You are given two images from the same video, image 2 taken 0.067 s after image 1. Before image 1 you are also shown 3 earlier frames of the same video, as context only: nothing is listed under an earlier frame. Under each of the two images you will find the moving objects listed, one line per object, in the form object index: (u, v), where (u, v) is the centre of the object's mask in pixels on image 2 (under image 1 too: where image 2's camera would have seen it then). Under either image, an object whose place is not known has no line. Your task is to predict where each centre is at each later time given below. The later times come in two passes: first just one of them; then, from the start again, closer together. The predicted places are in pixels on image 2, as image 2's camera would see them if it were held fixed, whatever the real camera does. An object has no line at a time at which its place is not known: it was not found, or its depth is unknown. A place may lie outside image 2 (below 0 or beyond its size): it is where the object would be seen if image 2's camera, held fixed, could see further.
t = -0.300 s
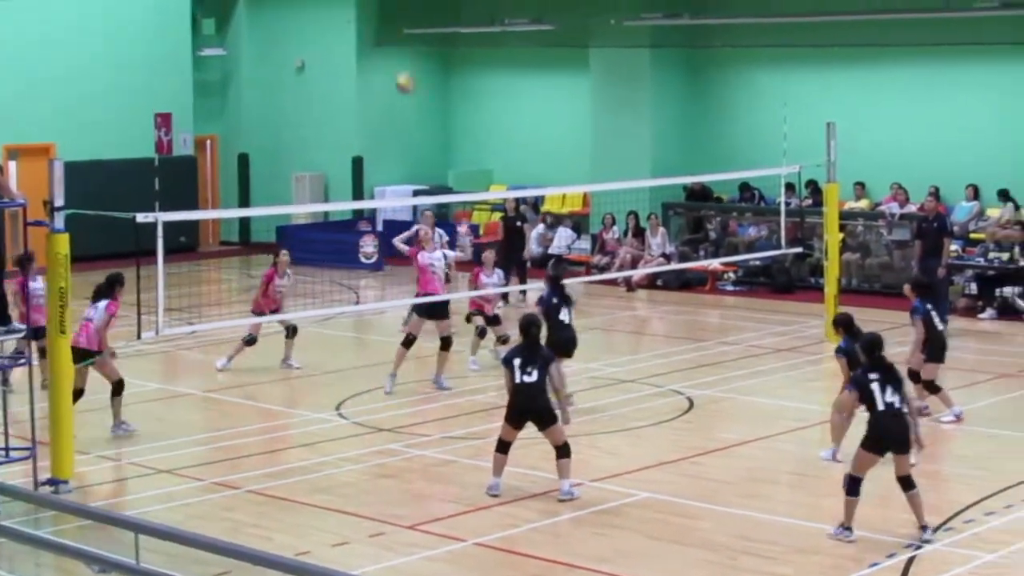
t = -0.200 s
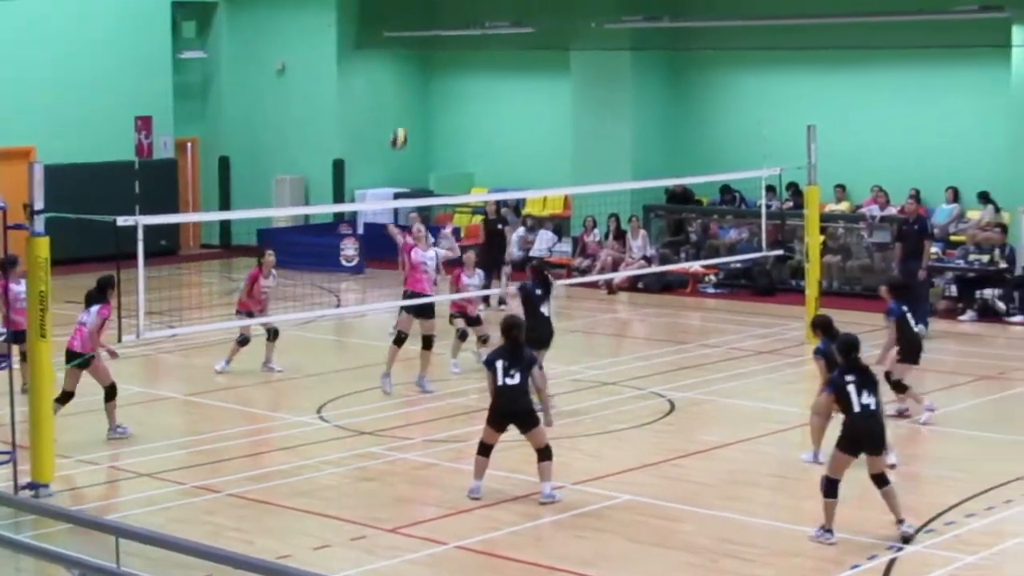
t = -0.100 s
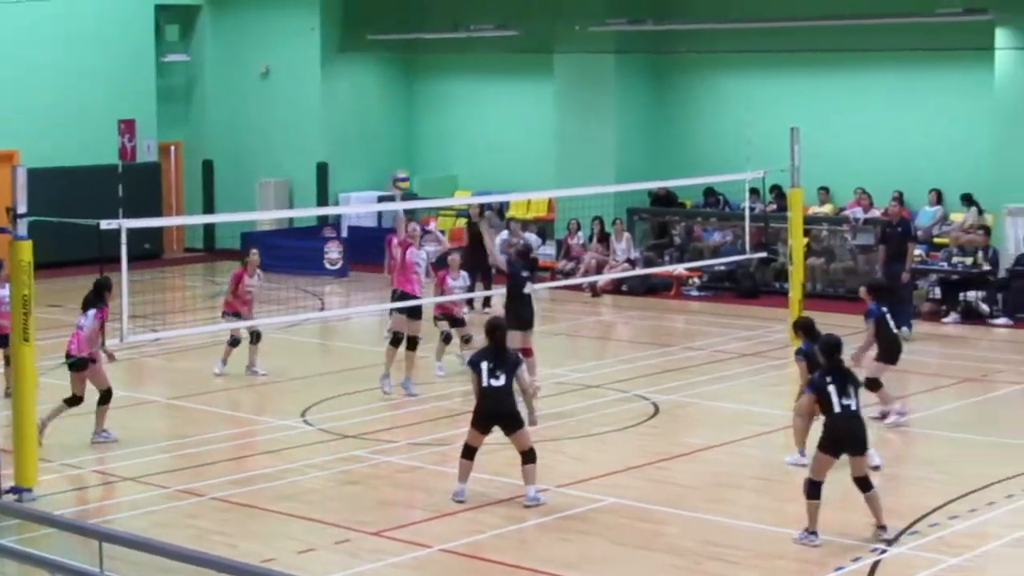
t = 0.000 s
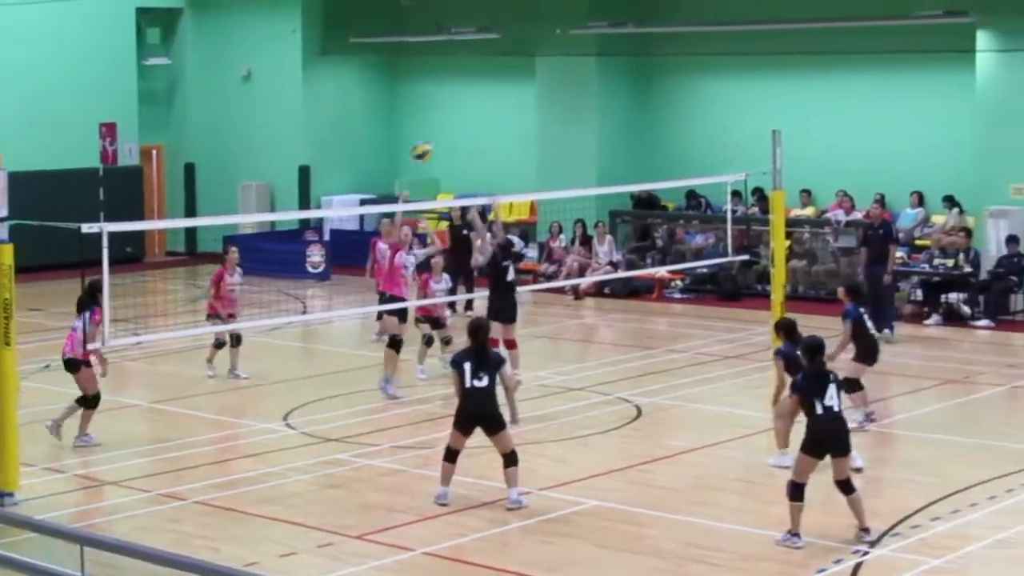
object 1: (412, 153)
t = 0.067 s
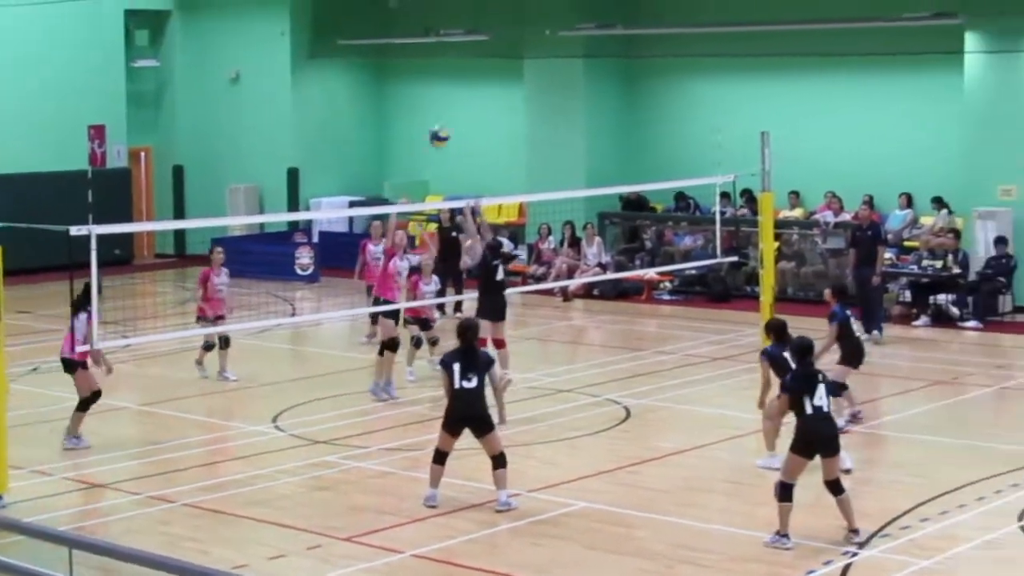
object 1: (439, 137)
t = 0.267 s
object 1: (527, 109)
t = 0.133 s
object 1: (467, 122)
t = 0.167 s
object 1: (481, 117)
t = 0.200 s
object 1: (496, 113)
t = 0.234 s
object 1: (511, 111)
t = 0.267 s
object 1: (527, 109)
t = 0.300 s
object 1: (543, 108)
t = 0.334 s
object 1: (559, 110)
